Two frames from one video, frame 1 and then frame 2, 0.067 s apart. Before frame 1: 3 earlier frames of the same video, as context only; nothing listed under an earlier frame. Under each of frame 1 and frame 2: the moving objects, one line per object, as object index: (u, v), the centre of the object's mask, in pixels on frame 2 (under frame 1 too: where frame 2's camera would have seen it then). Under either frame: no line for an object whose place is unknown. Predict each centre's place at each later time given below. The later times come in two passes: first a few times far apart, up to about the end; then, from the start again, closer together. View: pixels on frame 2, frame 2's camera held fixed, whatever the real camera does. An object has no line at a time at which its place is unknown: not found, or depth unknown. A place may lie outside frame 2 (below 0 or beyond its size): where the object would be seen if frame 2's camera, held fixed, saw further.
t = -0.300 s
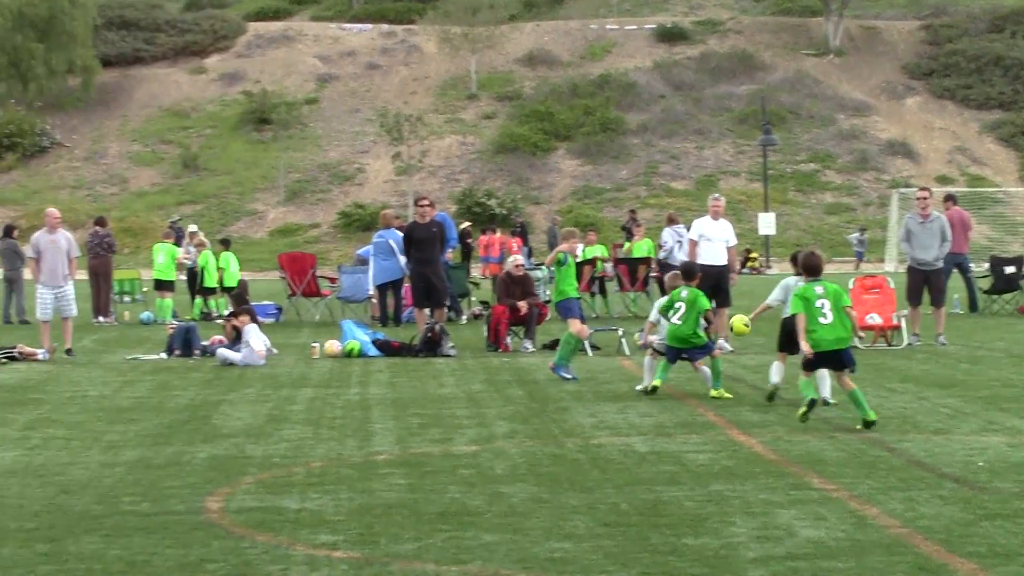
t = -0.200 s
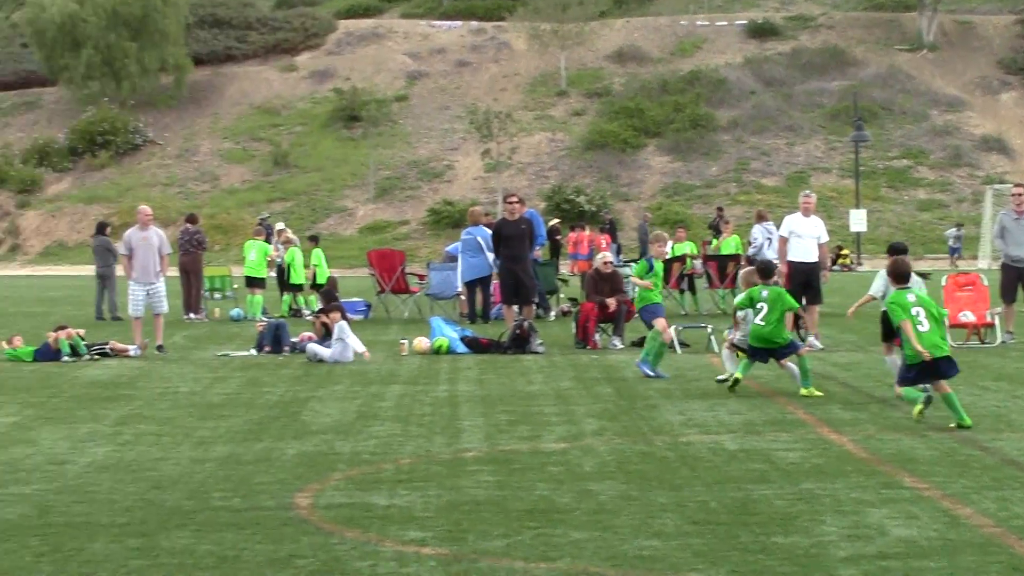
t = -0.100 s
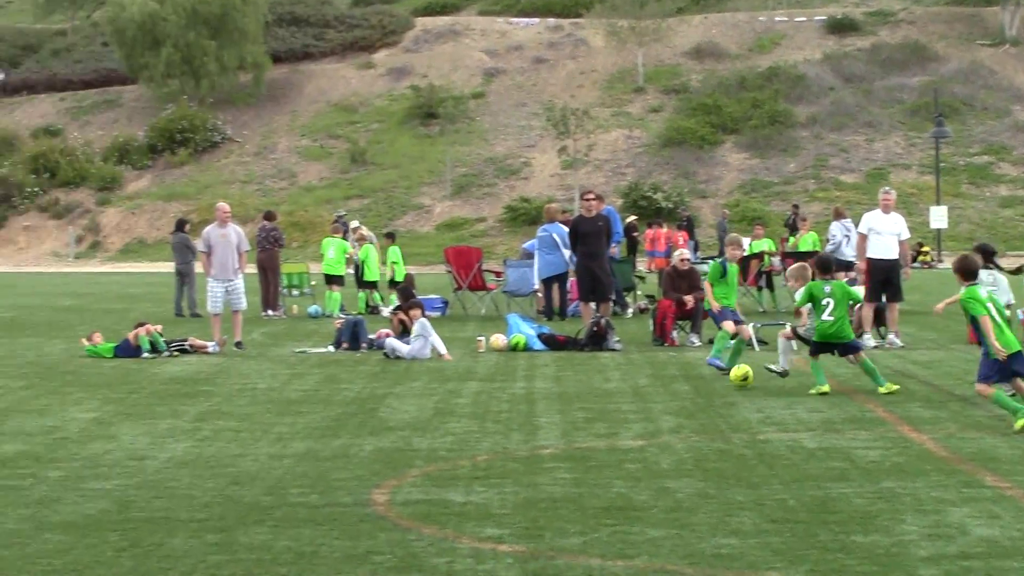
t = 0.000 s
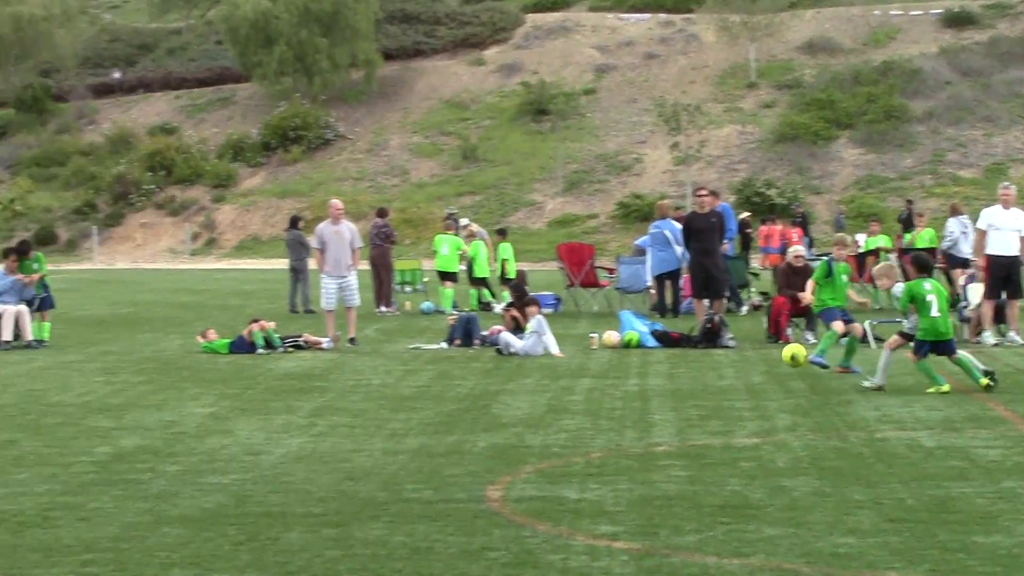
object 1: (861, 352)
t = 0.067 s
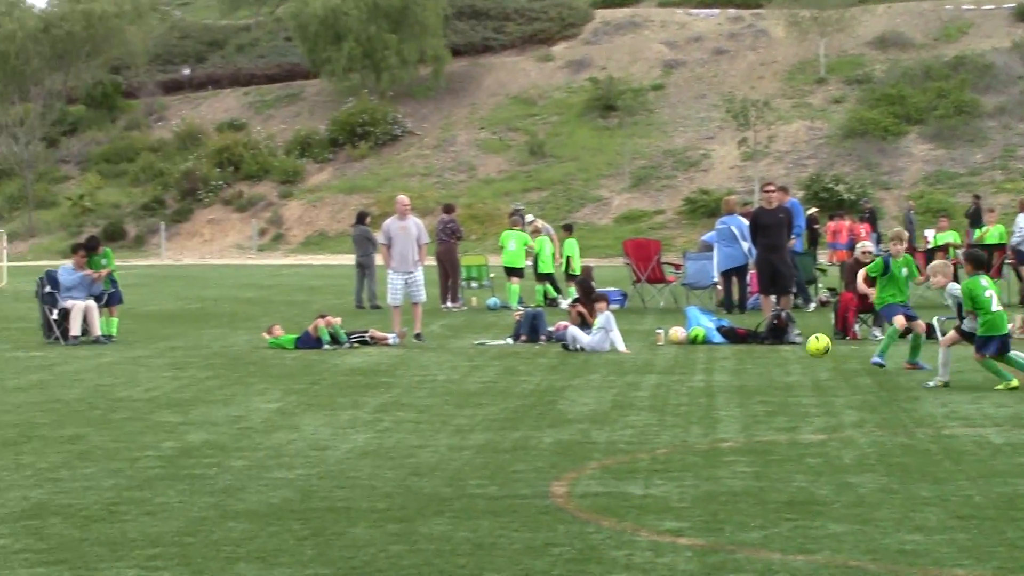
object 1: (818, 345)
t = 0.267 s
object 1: (687, 361)
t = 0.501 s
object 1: (552, 380)
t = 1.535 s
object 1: (-48, 452)
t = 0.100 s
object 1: (797, 344)
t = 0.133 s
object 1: (775, 345)
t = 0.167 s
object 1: (754, 347)
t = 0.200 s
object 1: (732, 351)
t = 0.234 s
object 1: (710, 356)
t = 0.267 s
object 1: (687, 361)
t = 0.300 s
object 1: (665, 370)
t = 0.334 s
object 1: (643, 380)
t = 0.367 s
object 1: (620, 391)
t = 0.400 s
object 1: (600, 394)
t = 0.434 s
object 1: (584, 389)
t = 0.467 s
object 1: (568, 384)
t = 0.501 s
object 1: (552, 380)
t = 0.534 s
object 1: (536, 379)
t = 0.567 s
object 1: (521, 379)
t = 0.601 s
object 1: (504, 380)
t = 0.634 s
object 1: (486, 382)
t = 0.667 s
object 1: (470, 385)
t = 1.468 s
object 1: (-2, 446)
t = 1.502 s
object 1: (-25, 448)
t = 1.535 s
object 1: (-48, 452)
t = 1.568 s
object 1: (-72, 457)
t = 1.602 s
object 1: (-96, 466)
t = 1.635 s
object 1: (-120, 467)
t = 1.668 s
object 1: (-145, 468)
